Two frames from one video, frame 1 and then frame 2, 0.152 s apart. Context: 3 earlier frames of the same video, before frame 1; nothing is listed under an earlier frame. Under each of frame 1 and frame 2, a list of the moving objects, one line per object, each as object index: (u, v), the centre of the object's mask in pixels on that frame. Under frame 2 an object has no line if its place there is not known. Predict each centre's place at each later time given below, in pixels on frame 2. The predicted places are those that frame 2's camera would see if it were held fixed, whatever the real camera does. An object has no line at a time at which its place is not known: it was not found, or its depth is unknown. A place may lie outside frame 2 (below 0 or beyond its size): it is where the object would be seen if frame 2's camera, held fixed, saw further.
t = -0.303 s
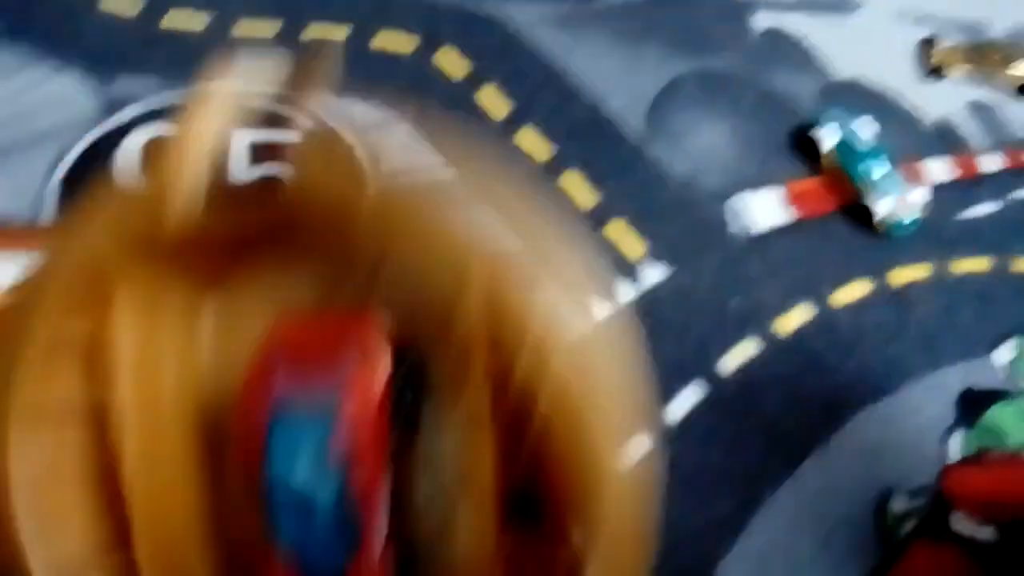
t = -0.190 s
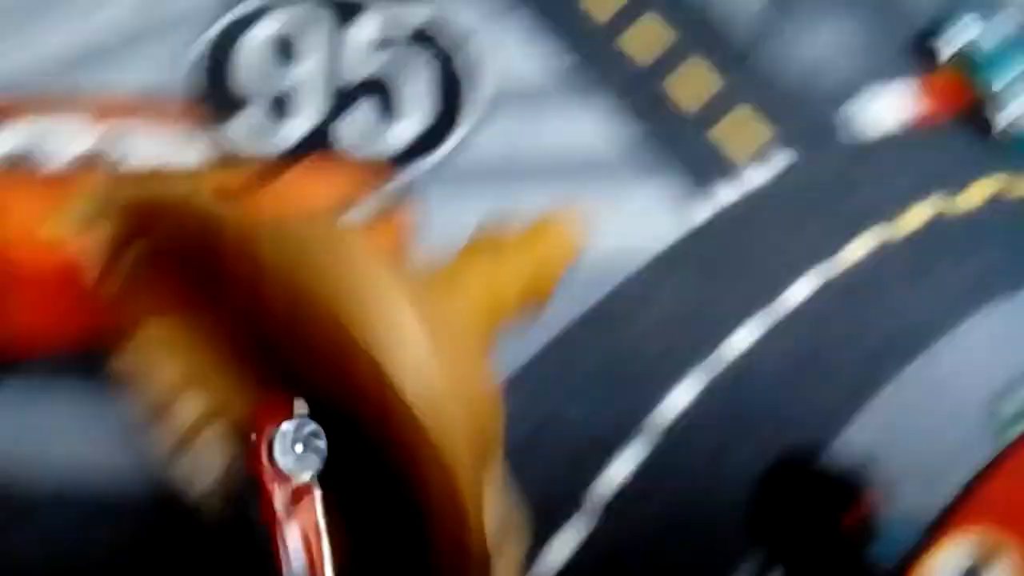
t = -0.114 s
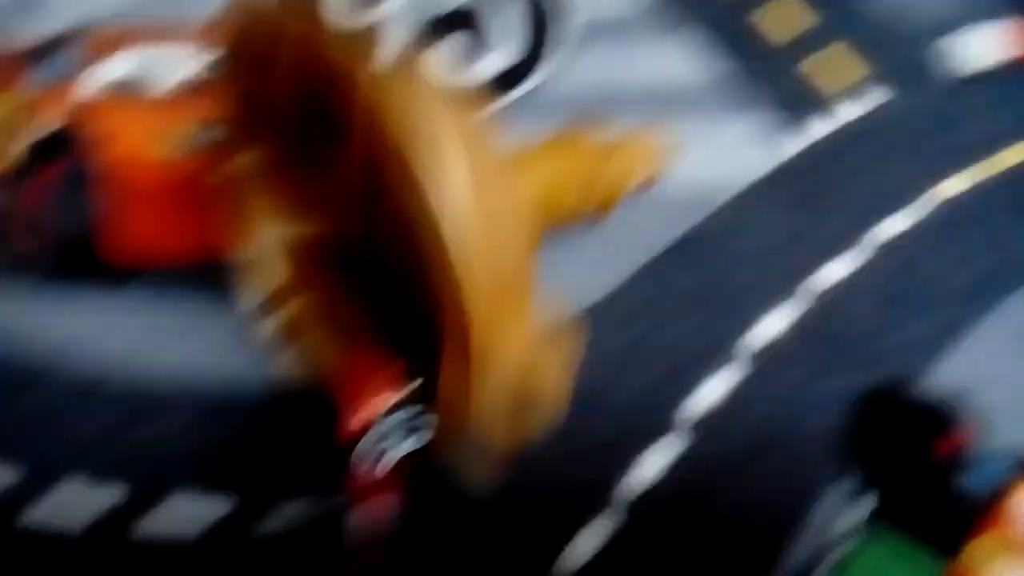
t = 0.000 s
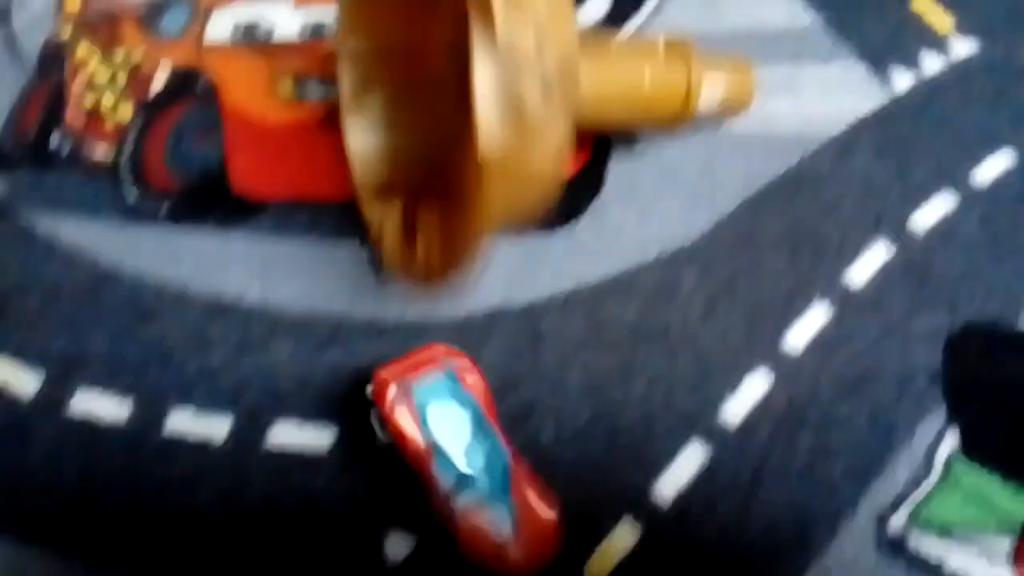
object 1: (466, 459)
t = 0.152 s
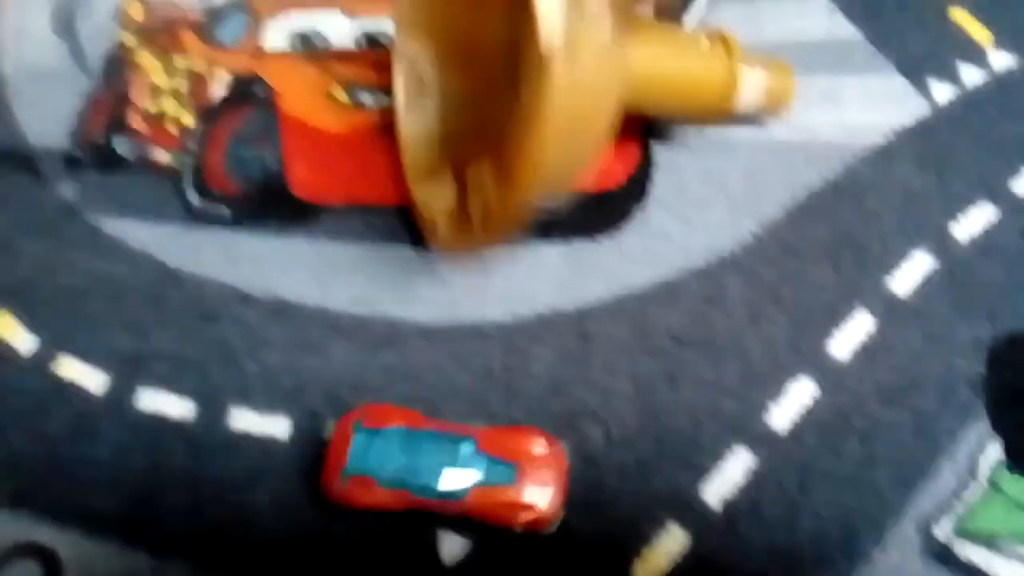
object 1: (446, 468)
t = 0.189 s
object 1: (429, 468)
